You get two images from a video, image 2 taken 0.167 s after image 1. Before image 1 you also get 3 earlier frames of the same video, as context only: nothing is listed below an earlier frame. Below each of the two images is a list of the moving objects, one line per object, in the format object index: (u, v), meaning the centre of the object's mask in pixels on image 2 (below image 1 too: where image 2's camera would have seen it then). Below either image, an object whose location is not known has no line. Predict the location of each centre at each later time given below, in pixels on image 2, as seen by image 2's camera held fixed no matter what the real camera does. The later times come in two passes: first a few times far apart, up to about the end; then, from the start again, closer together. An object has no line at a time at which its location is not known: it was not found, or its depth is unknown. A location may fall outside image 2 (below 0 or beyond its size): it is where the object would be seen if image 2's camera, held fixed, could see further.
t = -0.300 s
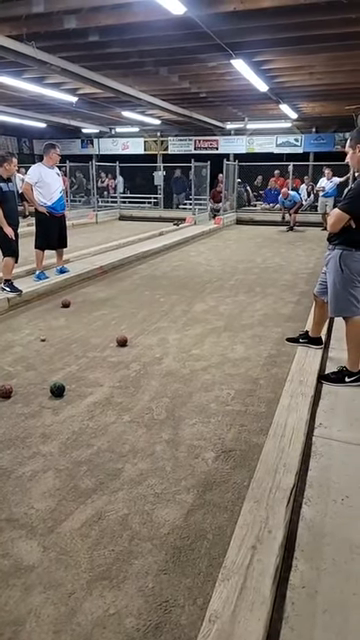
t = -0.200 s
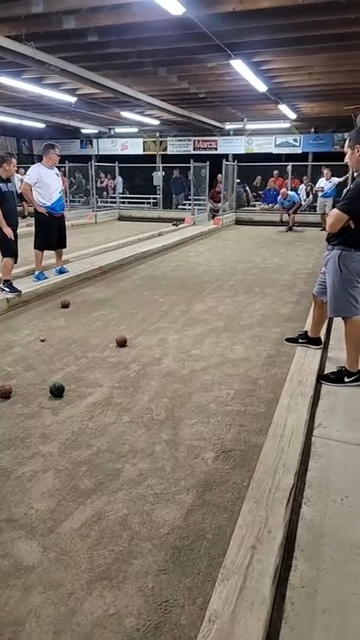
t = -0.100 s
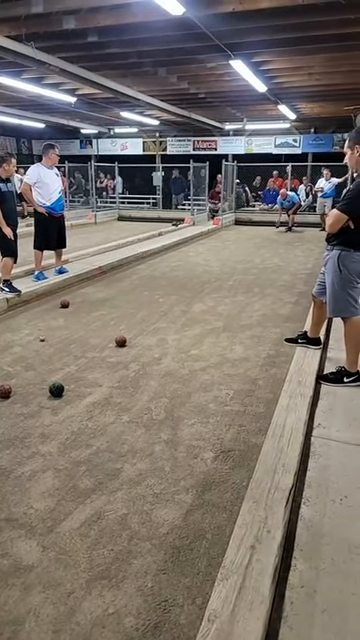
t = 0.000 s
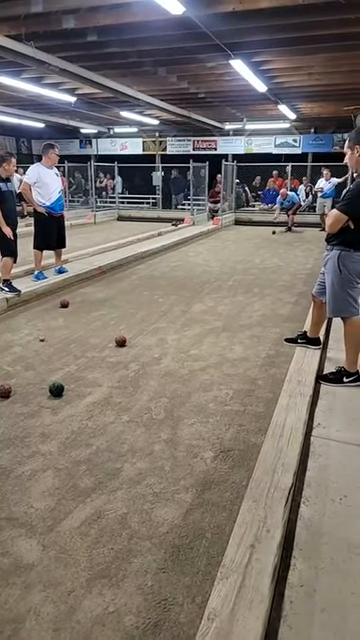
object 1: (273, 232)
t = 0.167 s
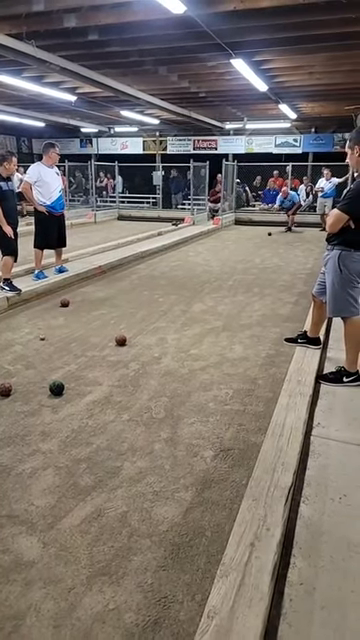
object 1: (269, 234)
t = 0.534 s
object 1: (258, 239)
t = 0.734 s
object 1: (251, 241)
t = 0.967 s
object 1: (243, 244)
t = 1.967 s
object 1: (205, 260)
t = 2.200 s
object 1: (195, 265)
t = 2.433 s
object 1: (185, 269)
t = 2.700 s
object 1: (173, 275)
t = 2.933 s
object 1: (161, 280)
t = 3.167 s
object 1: (149, 285)
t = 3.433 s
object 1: (136, 292)
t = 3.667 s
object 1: (123, 298)
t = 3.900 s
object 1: (110, 304)
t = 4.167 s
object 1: (96, 311)
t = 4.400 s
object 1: (84, 318)
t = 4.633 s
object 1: (72, 325)
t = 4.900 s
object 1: (58, 332)
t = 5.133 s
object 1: (46, 339)
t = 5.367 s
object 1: (34, 345)
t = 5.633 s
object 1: (20, 351)
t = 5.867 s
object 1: (10, 356)
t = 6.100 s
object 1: (1, 361)
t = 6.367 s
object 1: (-7, 365)
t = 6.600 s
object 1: (-13, 369)
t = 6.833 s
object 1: (-17, 371)
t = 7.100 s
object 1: (-20, 374)
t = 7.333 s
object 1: (-22, 375)
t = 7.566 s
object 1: (-23, 377)
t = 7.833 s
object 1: (-23, 377)
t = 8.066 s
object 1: (-22, 377)
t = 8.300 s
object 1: (-23, 377)
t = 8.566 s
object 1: (-23, 376)
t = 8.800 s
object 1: (-23, 377)
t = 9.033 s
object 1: (-23, 376)
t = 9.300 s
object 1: (-23, 377)
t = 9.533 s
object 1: (-23, 376)
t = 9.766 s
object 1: (-24, 377)
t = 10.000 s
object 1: (-24, 377)
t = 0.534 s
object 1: (258, 239)
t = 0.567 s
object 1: (257, 239)
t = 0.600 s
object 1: (256, 239)
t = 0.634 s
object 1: (255, 240)
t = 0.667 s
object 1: (254, 240)
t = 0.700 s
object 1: (252, 241)
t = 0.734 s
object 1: (251, 241)
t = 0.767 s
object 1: (250, 241)
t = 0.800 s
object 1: (249, 242)
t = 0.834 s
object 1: (248, 242)
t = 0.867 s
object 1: (247, 243)
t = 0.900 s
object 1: (246, 243)
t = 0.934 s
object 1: (244, 244)
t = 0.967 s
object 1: (243, 244)
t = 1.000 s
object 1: (242, 245)
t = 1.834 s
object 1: (211, 258)
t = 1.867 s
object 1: (210, 259)
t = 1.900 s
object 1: (208, 259)
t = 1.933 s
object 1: (206, 260)
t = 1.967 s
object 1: (205, 260)
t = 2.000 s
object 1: (204, 261)
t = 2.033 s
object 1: (202, 261)
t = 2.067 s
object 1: (201, 262)
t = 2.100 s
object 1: (200, 263)
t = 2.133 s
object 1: (198, 264)
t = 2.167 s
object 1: (197, 264)
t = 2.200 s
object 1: (195, 265)
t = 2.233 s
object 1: (194, 266)
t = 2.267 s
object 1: (193, 266)
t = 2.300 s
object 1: (191, 267)
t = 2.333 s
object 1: (190, 267)
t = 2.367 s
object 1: (188, 268)
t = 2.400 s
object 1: (187, 269)
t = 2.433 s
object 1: (185, 269)
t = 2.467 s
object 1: (184, 270)
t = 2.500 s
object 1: (182, 271)
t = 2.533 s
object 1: (181, 272)
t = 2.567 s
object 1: (179, 272)
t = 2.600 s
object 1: (178, 273)
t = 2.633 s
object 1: (176, 273)
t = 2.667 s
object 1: (175, 274)
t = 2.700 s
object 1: (173, 275)
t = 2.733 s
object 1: (171, 275)
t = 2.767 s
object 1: (170, 277)
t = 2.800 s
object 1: (168, 277)
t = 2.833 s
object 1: (166, 278)
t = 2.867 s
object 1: (165, 279)
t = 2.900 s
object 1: (163, 279)
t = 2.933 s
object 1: (161, 280)
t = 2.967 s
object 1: (160, 281)
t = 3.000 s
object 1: (158, 281)
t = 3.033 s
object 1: (156, 282)
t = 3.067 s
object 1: (155, 283)
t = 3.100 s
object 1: (153, 284)
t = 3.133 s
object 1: (151, 284)
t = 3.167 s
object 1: (149, 285)
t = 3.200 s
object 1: (148, 286)
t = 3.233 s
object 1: (146, 287)
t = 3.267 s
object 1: (144, 288)
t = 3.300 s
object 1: (142, 288)
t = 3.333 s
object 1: (141, 289)
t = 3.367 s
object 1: (139, 290)
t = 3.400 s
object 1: (137, 291)
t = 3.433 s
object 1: (136, 292)
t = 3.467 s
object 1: (134, 293)
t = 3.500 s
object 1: (132, 293)
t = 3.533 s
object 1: (130, 294)
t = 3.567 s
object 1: (128, 295)
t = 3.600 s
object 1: (126, 296)
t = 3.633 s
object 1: (124, 297)
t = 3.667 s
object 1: (123, 298)
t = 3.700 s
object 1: (121, 298)
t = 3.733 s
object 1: (119, 299)
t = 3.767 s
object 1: (118, 300)
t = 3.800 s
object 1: (116, 301)
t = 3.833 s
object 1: (114, 302)
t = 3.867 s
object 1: (112, 303)
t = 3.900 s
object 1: (110, 304)
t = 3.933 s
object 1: (108, 305)
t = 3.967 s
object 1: (107, 306)
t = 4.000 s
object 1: (105, 307)
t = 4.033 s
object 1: (103, 307)
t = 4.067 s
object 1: (102, 308)
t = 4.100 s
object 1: (100, 309)
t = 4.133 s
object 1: (98, 310)
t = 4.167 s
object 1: (96, 311)
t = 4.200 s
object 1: (95, 312)
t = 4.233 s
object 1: (93, 313)
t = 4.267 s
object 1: (91, 314)
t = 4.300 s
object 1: (90, 315)
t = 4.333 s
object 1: (88, 316)
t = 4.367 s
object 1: (86, 317)
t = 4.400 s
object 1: (84, 318)
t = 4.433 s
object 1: (83, 319)
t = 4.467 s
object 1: (81, 320)
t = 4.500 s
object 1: (79, 321)
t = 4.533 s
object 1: (78, 322)
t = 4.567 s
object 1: (76, 323)
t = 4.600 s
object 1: (74, 324)
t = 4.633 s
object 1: (72, 325)
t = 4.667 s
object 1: (70, 326)
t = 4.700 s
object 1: (69, 327)
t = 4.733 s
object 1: (67, 328)
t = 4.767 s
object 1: (65, 329)
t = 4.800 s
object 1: (63, 329)
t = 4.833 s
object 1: (61, 331)
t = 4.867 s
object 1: (59, 332)
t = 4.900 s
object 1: (58, 332)
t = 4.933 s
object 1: (56, 333)
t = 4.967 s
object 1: (54, 334)
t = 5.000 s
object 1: (52, 335)
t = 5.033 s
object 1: (51, 336)
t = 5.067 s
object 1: (49, 337)
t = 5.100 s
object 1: (48, 338)
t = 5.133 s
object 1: (46, 339)
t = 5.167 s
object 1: (44, 339)
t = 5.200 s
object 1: (42, 340)
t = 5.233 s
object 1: (41, 341)
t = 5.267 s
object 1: (39, 342)
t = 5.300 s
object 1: (38, 343)
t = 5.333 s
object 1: (36, 344)
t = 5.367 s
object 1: (34, 345)
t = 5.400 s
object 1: (32, 346)
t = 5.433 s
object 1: (30, 347)
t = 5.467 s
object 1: (29, 348)
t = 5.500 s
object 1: (27, 348)
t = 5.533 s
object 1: (25, 349)
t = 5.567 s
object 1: (23, 350)
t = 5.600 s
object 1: (22, 351)
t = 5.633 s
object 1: (20, 351)
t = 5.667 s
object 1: (19, 352)
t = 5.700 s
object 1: (17, 353)
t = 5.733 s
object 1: (16, 354)
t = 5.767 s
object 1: (14, 354)
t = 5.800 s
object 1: (12, 355)
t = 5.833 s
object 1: (11, 356)
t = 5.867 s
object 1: (10, 356)
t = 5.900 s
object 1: (8, 357)
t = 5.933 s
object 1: (7, 358)
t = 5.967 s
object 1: (6, 358)
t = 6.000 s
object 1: (5, 359)
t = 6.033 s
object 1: (4, 360)
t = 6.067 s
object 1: (2, 361)
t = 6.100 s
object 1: (1, 361)
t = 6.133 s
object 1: (0, 361)
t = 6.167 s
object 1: (-1, 362)
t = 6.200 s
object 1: (-2, 363)
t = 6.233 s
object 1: (-3, 363)
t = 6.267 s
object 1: (-4, 364)
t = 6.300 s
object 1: (-5, 364)
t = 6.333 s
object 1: (-6, 365)
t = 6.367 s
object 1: (-7, 365)
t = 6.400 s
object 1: (-8, 366)
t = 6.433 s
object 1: (-8, 366)
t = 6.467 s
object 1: (-9, 367)
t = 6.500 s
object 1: (-10, 367)
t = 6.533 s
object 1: (-11, 368)
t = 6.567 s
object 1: (-12, 368)
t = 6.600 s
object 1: (-13, 369)
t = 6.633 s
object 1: (-13, 369)
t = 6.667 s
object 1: (-14, 370)
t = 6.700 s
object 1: (-14, 370)
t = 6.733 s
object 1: (-15, 370)
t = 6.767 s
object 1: (-15, 370)
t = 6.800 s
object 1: (-16, 371)
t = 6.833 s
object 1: (-17, 371)
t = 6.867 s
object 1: (-18, 371)
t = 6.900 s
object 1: (-18, 372)
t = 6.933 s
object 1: (-19, 372)
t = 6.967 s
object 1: (-19, 373)
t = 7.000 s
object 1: (-20, 373)
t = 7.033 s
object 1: (-20, 373)
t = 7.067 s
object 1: (-20, 374)
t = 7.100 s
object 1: (-20, 374)
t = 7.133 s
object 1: (-21, 374)
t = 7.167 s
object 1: (-21, 374)
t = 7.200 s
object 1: (-21, 374)
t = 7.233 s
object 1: (-21, 375)
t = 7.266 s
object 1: (-21, 375)
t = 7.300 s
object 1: (-21, 375)
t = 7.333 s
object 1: (-22, 375)
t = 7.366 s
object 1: (-22, 375)
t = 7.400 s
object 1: (-22, 376)
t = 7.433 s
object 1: (-22, 376)
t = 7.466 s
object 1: (-23, 376)
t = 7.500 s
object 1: (-23, 376)
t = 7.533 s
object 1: (-23, 377)
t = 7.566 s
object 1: (-23, 377)
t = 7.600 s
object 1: (-23, 377)
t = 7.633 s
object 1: (-23, 377)
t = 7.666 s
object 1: (-23, 377)
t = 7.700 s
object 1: (-24, 377)
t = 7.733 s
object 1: (-23, 377)
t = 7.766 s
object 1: (-23, 377)
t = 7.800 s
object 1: (-23, 377)
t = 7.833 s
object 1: (-23, 377)
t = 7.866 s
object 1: (-23, 377)
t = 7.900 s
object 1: (-23, 377)
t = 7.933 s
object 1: (-23, 377)
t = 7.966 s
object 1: (-23, 377)
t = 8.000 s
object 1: (-23, 377)
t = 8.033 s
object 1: (-23, 377)
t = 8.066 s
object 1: (-22, 377)
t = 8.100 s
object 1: (-23, 376)
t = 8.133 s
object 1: (-23, 376)
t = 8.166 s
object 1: (-22, 376)
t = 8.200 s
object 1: (-22, 377)
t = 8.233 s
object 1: (-23, 377)
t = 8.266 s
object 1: (-23, 377)
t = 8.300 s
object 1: (-23, 377)
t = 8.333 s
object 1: (-23, 377)
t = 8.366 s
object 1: (-23, 377)
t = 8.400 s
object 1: (-23, 376)
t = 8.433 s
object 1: (-23, 376)
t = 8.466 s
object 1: (-23, 376)
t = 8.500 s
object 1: (-23, 376)
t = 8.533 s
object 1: (-23, 376)
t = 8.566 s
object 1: (-23, 376)
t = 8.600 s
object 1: (-23, 376)
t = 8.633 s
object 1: (-23, 376)
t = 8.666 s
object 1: (-23, 377)
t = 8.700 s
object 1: (-23, 377)
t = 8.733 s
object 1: (-23, 377)
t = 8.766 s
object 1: (-23, 377)
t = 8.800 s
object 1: (-23, 377)
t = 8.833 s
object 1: (-23, 377)
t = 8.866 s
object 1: (-23, 377)
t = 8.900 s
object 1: (-23, 376)
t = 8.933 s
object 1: (-23, 376)
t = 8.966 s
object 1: (-23, 376)
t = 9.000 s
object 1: (-23, 377)
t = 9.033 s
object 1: (-23, 376)
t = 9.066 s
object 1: (-23, 376)
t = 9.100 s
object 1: (-23, 376)
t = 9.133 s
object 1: (-23, 376)
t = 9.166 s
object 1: (-23, 376)
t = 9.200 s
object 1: (-23, 376)
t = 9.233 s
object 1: (-23, 376)
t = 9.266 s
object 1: (-23, 377)
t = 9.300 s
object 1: (-23, 377)
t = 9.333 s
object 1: (-23, 377)
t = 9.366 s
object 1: (-23, 376)
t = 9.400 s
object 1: (-23, 377)
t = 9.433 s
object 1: (-23, 377)
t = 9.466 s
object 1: (-23, 376)
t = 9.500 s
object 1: (-23, 376)
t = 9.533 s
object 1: (-23, 376)
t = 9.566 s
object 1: (-23, 376)
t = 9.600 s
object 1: (-23, 377)
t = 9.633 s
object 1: (-24, 376)
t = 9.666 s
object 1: (-23, 376)
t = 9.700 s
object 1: (-24, 376)
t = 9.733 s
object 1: (-24, 376)
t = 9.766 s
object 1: (-24, 377)
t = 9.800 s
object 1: (-24, 377)
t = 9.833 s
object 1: (-24, 376)
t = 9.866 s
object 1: (-24, 376)
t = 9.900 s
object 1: (-24, 376)
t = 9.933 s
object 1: (-24, 376)
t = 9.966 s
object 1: (-24, 376)
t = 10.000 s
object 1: (-24, 377)
